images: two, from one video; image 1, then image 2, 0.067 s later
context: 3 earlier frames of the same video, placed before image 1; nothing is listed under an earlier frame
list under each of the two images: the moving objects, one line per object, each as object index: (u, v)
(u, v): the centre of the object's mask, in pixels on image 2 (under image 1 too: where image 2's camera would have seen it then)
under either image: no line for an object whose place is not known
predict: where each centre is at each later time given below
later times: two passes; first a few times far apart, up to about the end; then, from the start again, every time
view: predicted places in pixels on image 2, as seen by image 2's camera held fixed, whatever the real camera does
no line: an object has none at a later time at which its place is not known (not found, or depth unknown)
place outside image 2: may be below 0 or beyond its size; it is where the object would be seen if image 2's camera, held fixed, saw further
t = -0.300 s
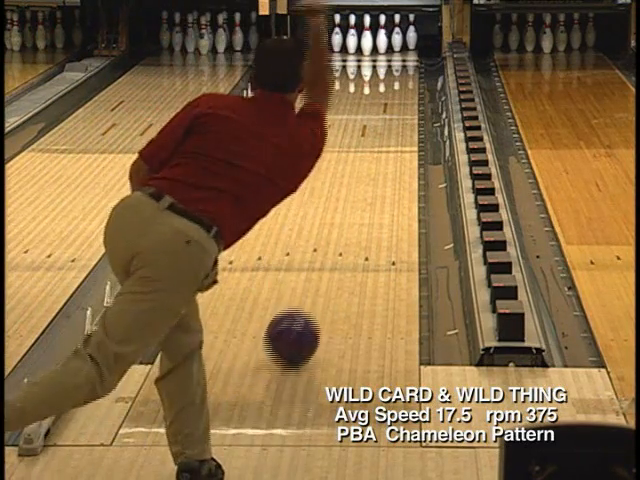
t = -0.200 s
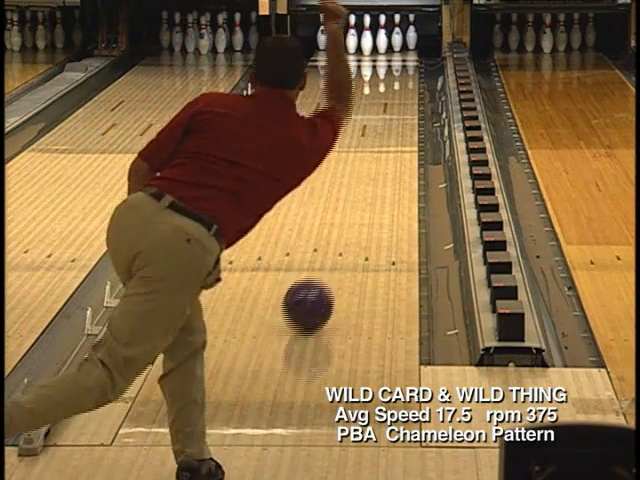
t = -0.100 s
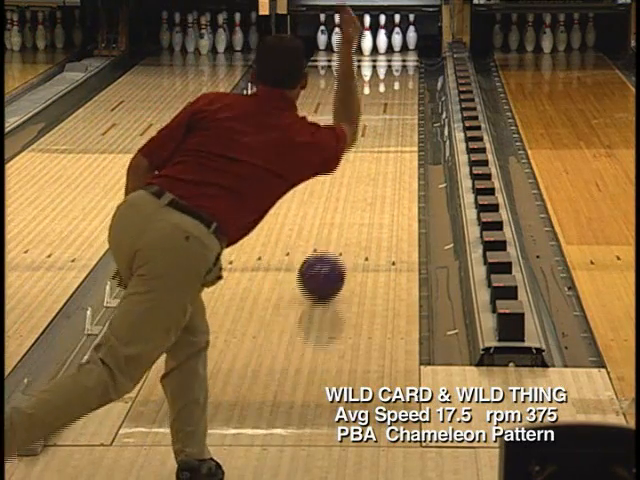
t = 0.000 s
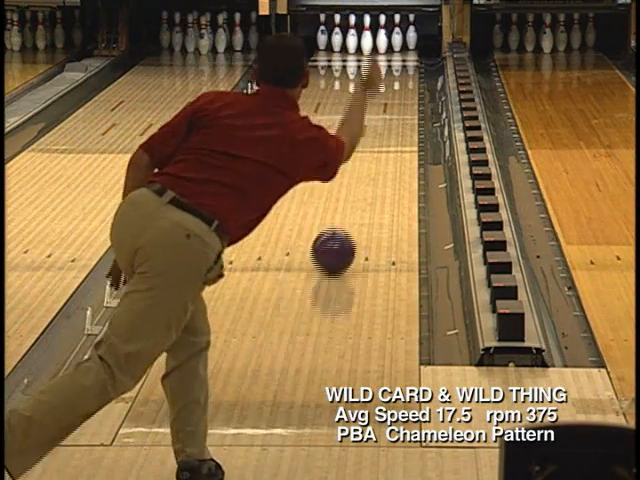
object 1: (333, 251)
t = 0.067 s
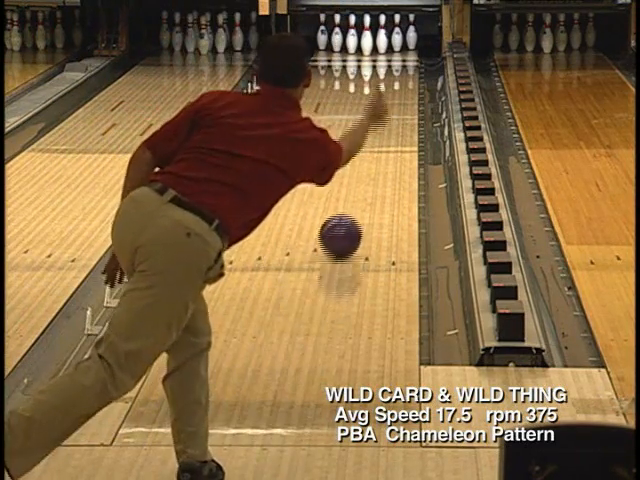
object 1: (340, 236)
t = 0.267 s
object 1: (355, 210)
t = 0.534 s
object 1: (375, 155)
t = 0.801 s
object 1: (387, 123)
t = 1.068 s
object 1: (396, 97)
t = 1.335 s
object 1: (397, 76)
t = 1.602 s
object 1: (391, 60)
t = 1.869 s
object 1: (376, 46)
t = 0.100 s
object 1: (343, 229)
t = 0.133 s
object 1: (346, 223)
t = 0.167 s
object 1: (349, 216)
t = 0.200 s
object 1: (352, 209)
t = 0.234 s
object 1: (354, 207)
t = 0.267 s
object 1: (355, 210)
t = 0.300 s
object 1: (365, 183)
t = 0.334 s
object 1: (363, 184)
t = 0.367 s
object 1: (365, 180)
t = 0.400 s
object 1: (367, 175)
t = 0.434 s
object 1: (369, 170)
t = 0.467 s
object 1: (371, 164)
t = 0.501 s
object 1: (373, 160)
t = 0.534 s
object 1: (375, 155)
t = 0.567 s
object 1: (377, 150)
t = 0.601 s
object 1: (378, 146)
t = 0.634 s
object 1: (380, 142)
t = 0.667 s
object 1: (382, 137)
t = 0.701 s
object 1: (383, 134)
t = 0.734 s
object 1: (385, 130)
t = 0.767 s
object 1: (386, 127)
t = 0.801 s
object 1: (387, 123)
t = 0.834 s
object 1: (389, 119)
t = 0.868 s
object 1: (390, 116)
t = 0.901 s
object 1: (391, 112)
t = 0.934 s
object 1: (392, 109)
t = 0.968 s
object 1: (393, 106)
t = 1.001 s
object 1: (394, 103)
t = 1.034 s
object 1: (395, 99)
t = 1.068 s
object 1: (396, 97)
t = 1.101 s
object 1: (396, 94)
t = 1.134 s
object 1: (397, 92)
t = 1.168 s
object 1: (397, 89)
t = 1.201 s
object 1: (397, 86)
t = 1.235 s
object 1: (398, 84)
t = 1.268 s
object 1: (397, 80)
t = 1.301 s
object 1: (397, 78)
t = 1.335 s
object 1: (397, 76)
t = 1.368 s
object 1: (397, 74)
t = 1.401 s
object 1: (396, 72)
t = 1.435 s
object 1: (396, 70)
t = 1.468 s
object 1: (395, 68)
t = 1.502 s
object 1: (394, 66)
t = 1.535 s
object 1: (393, 64)
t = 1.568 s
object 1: (392, 62)
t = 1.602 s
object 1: (391, 60)
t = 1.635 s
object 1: (389, 58)
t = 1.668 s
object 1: (388, 56)
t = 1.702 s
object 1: (386, 55)
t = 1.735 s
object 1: (385, 53)
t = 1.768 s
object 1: (384, 52)
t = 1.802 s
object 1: (381, 49)
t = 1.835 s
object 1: (378, 48)
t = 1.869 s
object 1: (376, 46)
